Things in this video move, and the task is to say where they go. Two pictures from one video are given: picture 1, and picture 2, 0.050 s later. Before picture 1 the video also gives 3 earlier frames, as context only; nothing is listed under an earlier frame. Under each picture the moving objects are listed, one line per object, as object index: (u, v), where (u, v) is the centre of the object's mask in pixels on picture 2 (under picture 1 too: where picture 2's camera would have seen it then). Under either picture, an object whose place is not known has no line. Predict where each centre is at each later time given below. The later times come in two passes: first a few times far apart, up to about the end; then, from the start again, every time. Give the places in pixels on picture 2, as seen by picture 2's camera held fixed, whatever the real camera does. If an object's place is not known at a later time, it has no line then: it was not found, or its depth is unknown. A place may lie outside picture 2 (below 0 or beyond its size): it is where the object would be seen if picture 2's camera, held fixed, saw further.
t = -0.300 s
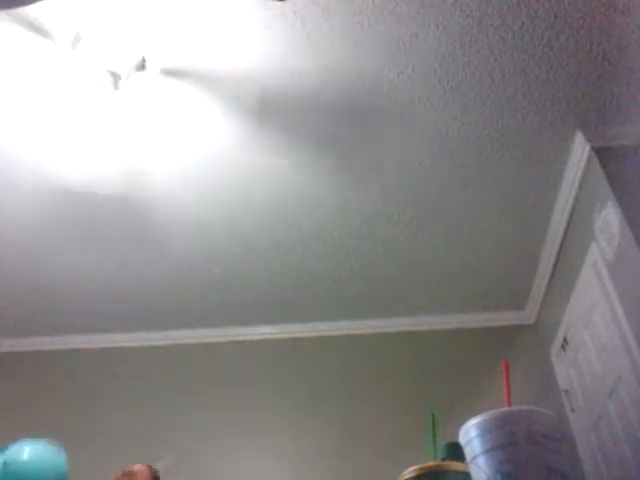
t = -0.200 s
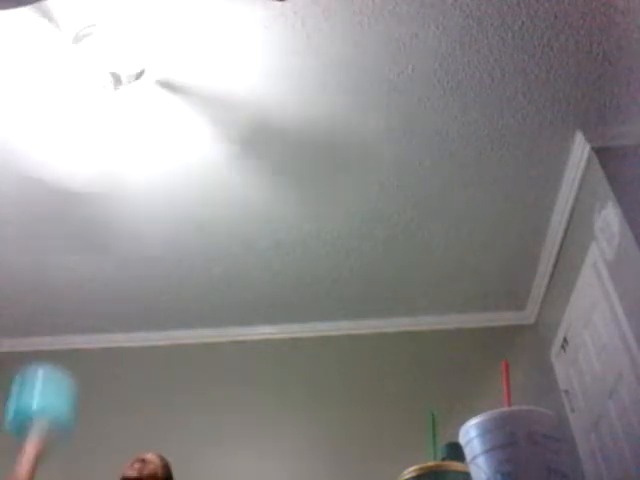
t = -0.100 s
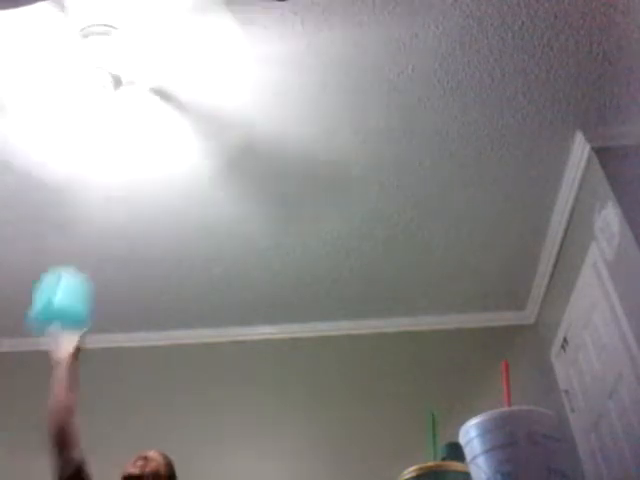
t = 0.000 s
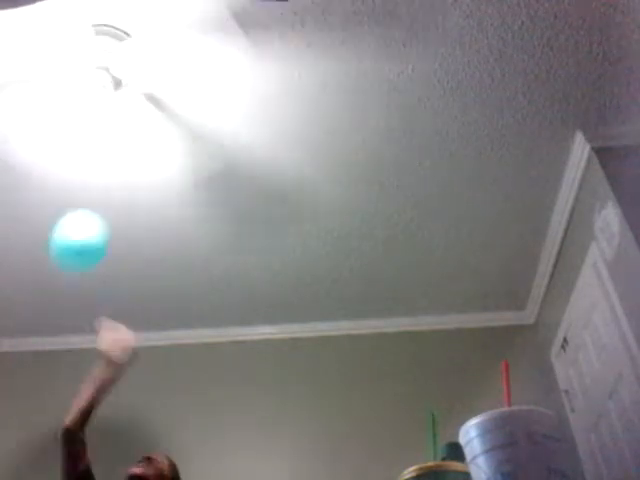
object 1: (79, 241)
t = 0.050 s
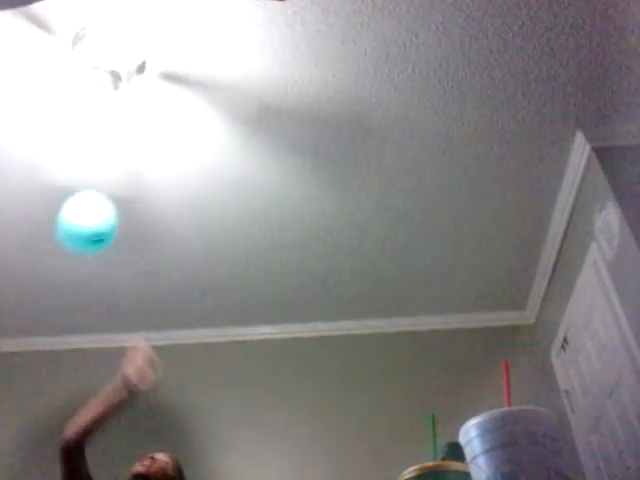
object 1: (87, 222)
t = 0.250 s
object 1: (116, 198)
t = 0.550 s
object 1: (150, 214)
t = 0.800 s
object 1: (152, 275)
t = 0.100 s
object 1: (95, 210)
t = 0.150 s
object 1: (102, 212)
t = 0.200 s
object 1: (112, 204)
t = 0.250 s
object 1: (116, 198)
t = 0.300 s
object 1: (122, 196)
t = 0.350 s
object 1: (129, 195)
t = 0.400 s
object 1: (134, 196)
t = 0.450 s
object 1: (140, 201)
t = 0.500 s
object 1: (145, 206)
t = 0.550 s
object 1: (150, 214)
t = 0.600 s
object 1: (154, 221)
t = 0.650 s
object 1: (158, 232)
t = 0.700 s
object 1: (159, 245)
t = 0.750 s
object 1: (158, 259)
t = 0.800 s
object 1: (152, 275)
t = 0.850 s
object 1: (143, 296)
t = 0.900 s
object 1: (131, 323)
